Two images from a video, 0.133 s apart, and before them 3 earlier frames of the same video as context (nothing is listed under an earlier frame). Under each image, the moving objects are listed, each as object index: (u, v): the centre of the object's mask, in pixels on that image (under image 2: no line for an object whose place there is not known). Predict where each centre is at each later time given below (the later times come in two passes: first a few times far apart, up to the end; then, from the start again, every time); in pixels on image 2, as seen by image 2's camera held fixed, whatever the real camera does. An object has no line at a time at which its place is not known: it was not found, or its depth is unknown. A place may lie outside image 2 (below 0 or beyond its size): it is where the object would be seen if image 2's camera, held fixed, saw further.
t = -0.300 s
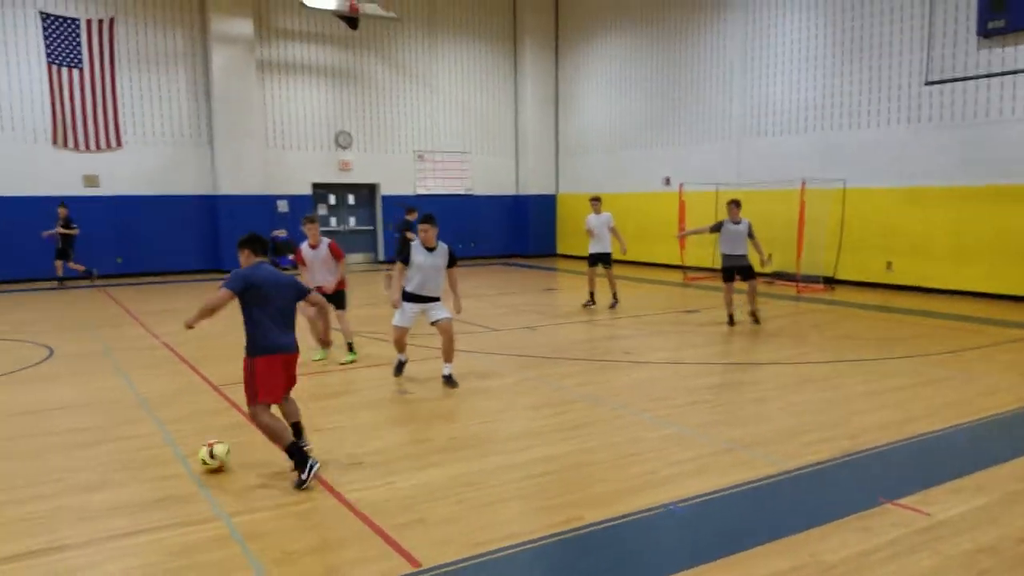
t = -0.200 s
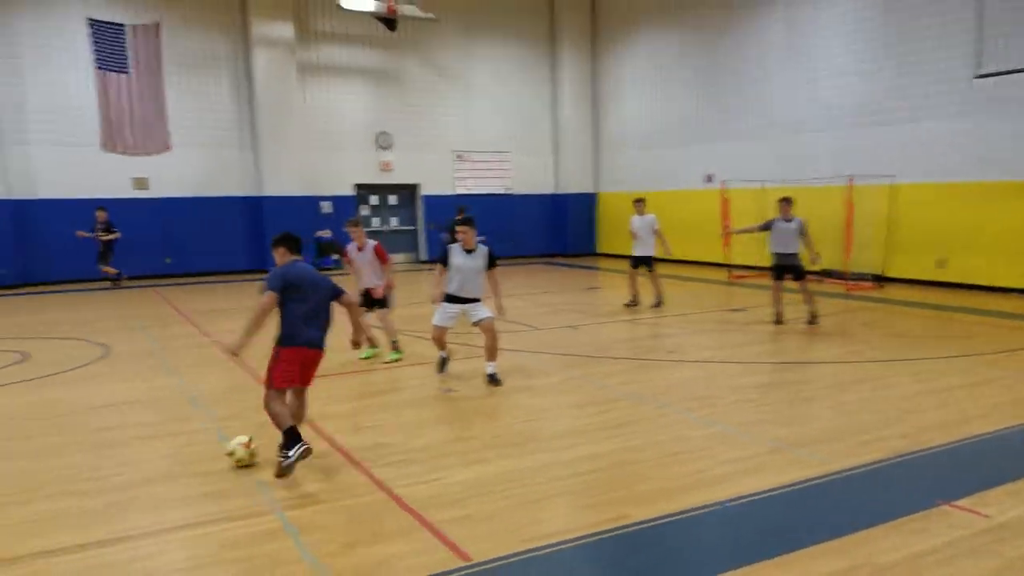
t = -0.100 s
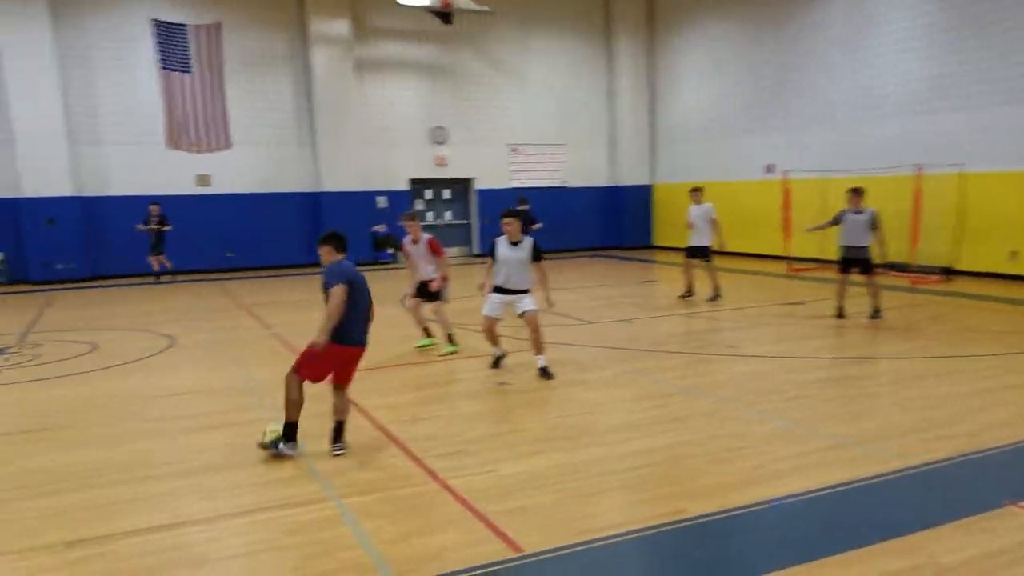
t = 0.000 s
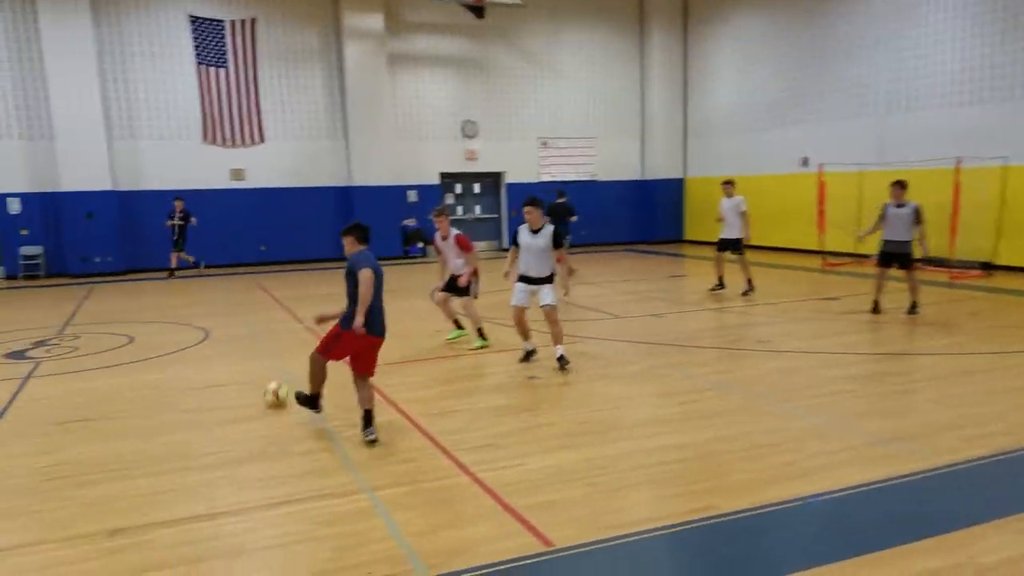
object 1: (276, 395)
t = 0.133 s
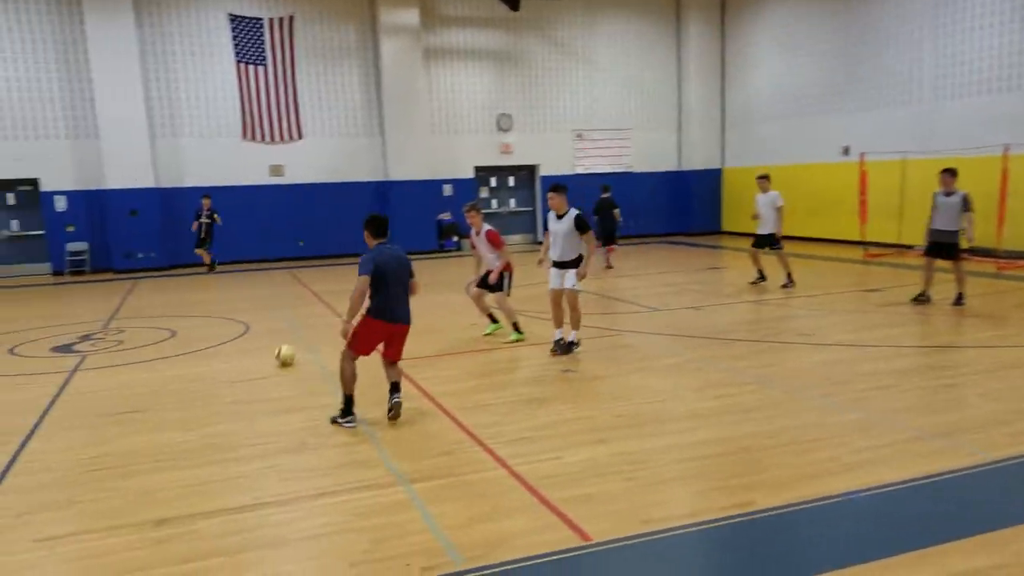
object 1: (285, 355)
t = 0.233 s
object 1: (269, 339)
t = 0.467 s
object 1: (245, 314)
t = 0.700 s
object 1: (229, 297)
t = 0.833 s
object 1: (224, 290)
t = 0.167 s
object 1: (279, 349)
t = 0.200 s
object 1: (273, 344)
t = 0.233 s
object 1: (269, 339)
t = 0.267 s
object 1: (265, 334)
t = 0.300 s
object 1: (260, 330)
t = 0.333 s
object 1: (257, 327)
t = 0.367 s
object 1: (254, 322)
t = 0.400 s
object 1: (251, 319)
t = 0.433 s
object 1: (248, 316)
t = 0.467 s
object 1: (245, 314)
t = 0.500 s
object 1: (242, 310)
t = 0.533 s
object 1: (240, 308)
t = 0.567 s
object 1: (237, 305)
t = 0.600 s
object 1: (236, 303)
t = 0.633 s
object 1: (233, 301)
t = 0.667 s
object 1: (231, 299)
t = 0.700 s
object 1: (229, 297)
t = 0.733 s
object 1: (227, 295)
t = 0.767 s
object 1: (226, 294)
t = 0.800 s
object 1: (225, 292)
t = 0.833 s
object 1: (224, 290)
